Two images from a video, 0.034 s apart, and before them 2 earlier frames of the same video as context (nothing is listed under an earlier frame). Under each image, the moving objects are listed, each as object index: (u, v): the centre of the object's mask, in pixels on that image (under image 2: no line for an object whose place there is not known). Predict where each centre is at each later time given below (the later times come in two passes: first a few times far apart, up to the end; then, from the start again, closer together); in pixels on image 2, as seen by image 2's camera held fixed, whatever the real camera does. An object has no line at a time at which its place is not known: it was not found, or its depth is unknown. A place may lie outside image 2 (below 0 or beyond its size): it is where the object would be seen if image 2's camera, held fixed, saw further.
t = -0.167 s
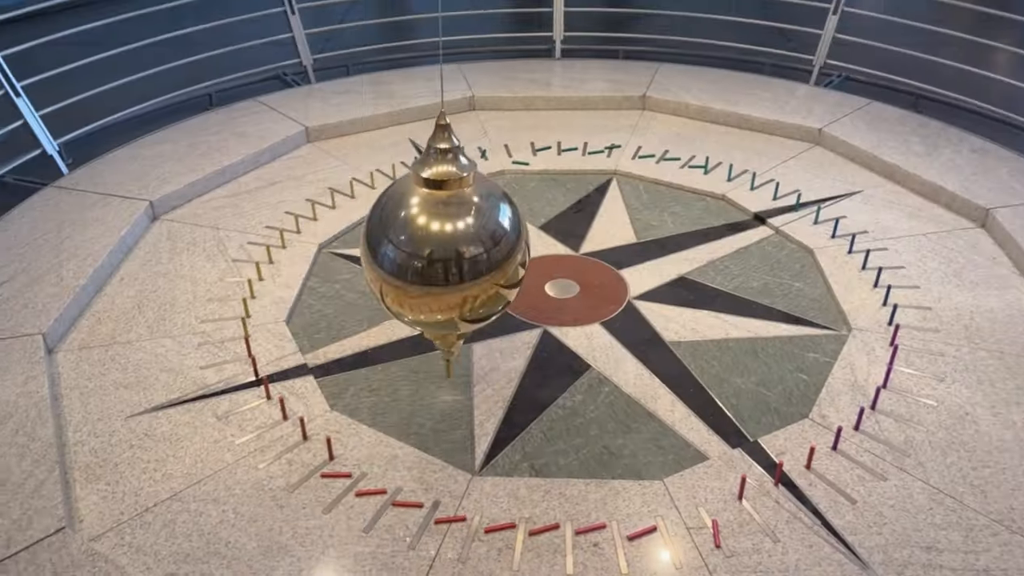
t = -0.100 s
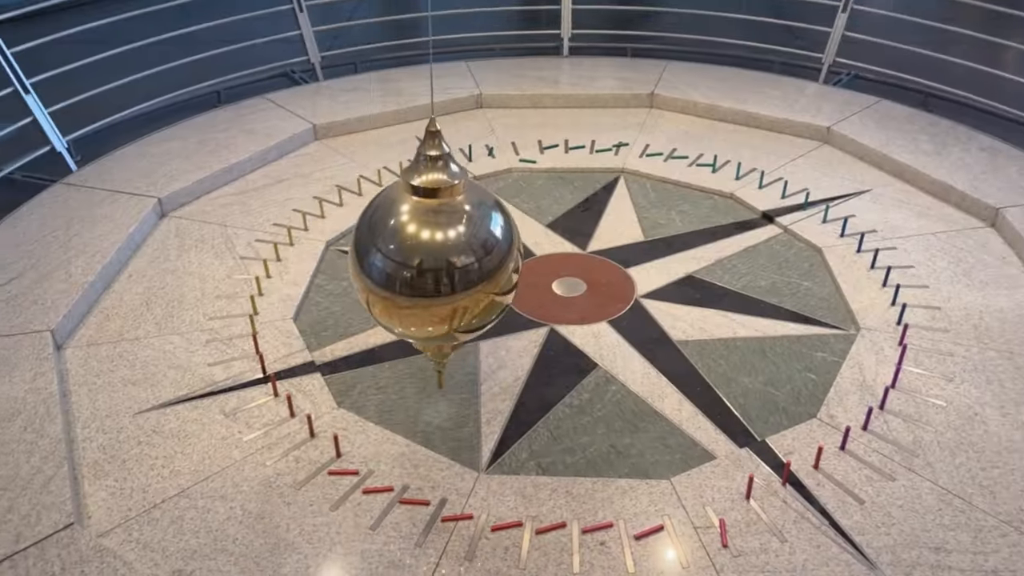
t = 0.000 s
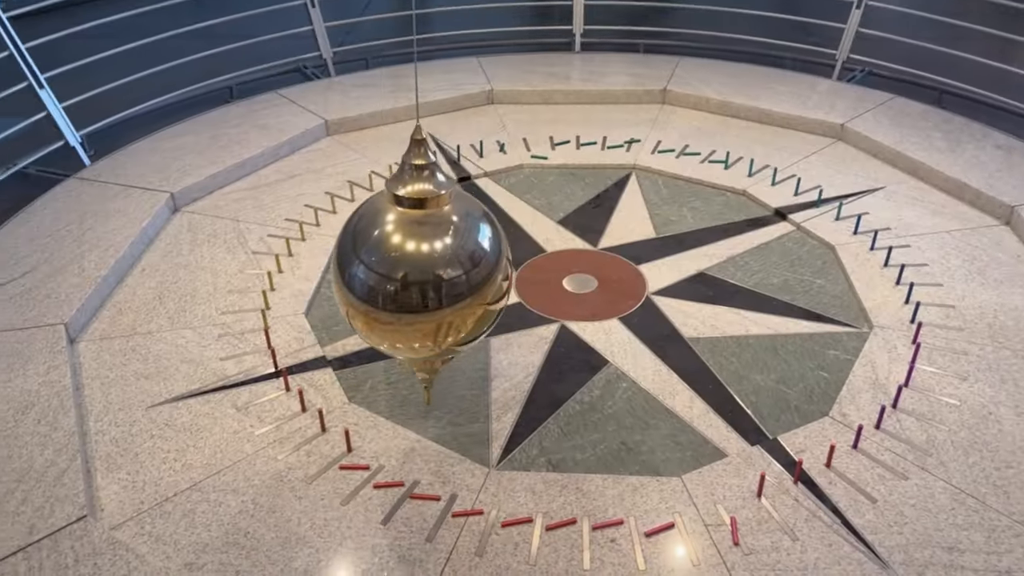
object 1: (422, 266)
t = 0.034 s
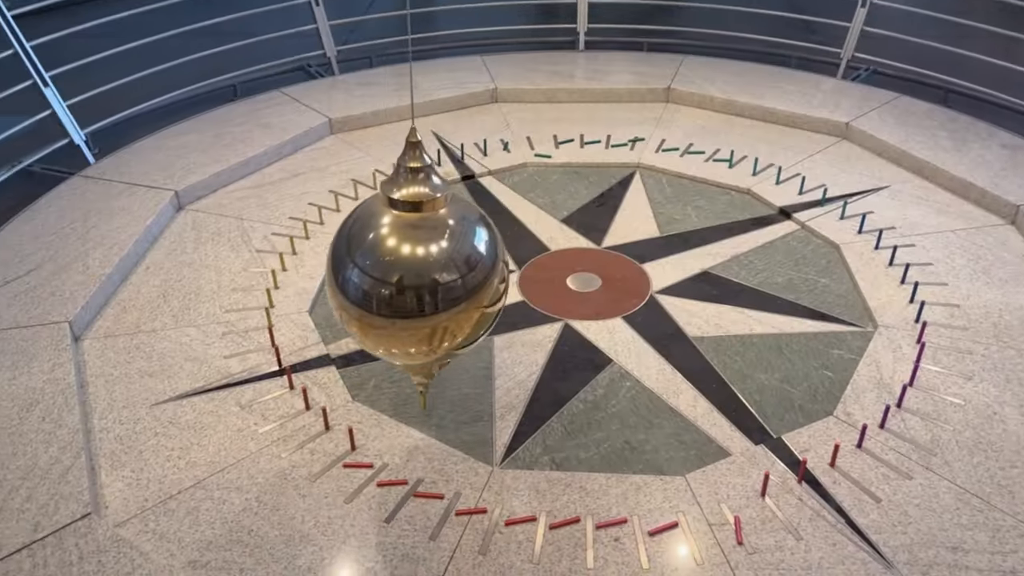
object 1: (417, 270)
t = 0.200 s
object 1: (371, 298)
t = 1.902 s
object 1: (442, 263)
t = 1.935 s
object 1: (451, 258)
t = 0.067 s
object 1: (408, 276)
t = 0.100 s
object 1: (398, 281)
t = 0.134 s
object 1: (389, 287)
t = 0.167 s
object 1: (380, 292)
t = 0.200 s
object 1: (371, 298)
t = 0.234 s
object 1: (363, 302)
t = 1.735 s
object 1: (393, 291)
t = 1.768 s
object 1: (402, 286)
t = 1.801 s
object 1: (412, 280)
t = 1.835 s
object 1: (422, 274)
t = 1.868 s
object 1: (432, 269)
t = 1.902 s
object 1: (442, 263)
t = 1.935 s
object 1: (451, 258)
